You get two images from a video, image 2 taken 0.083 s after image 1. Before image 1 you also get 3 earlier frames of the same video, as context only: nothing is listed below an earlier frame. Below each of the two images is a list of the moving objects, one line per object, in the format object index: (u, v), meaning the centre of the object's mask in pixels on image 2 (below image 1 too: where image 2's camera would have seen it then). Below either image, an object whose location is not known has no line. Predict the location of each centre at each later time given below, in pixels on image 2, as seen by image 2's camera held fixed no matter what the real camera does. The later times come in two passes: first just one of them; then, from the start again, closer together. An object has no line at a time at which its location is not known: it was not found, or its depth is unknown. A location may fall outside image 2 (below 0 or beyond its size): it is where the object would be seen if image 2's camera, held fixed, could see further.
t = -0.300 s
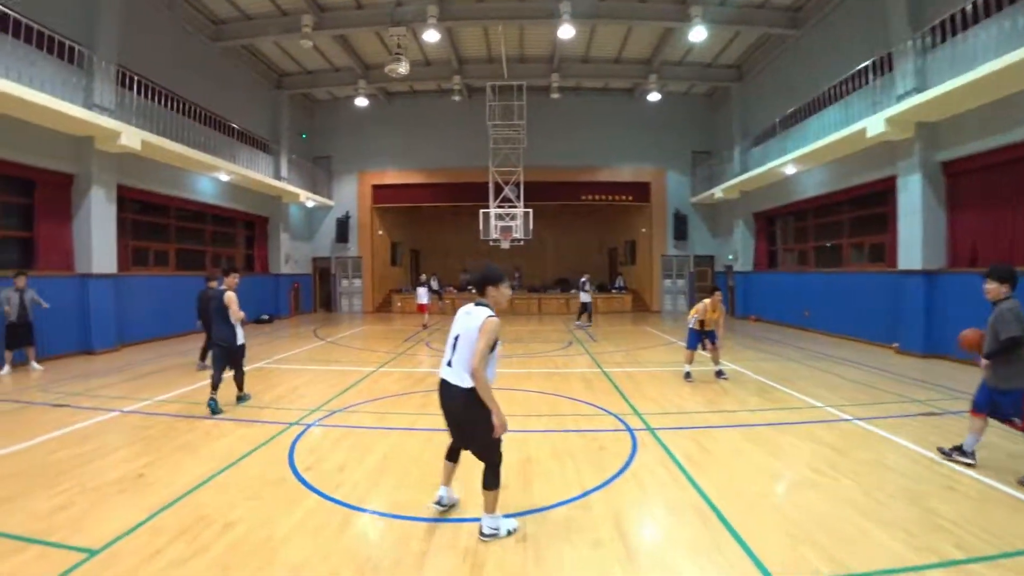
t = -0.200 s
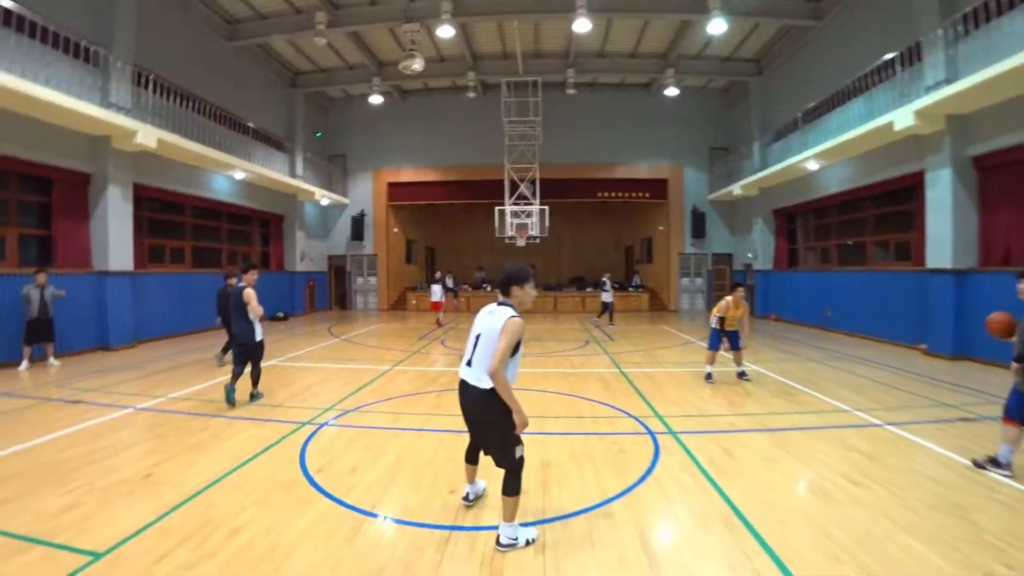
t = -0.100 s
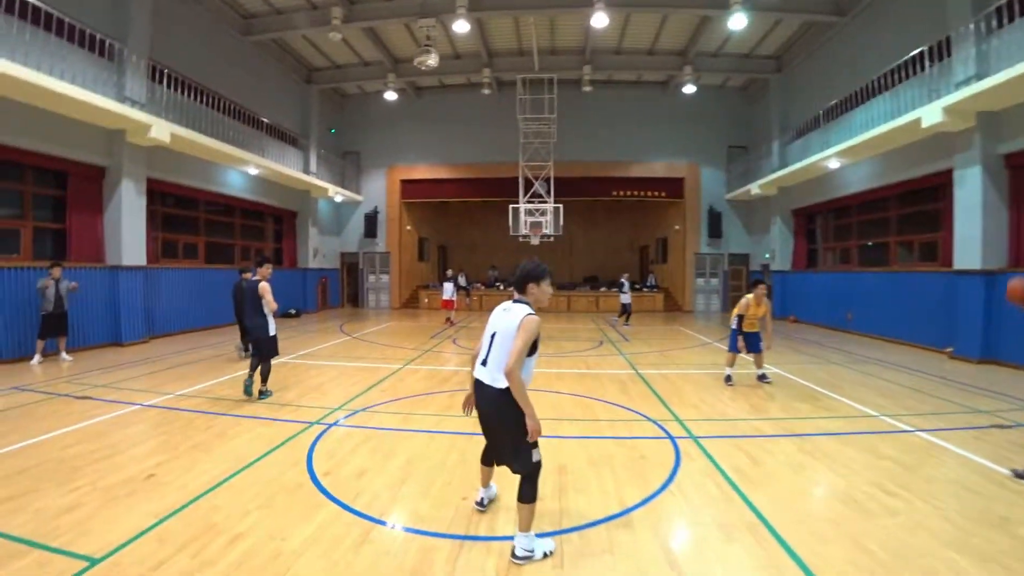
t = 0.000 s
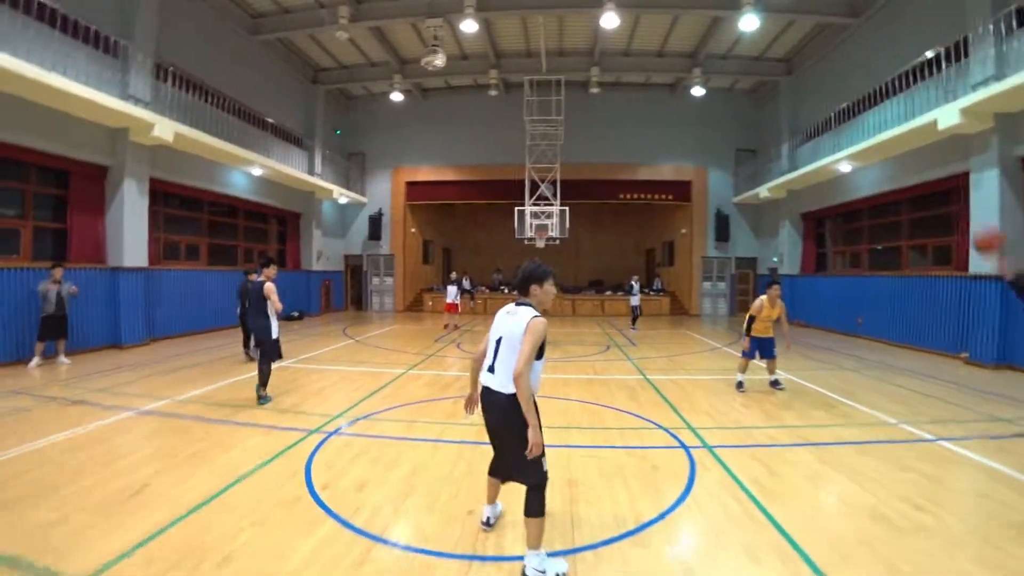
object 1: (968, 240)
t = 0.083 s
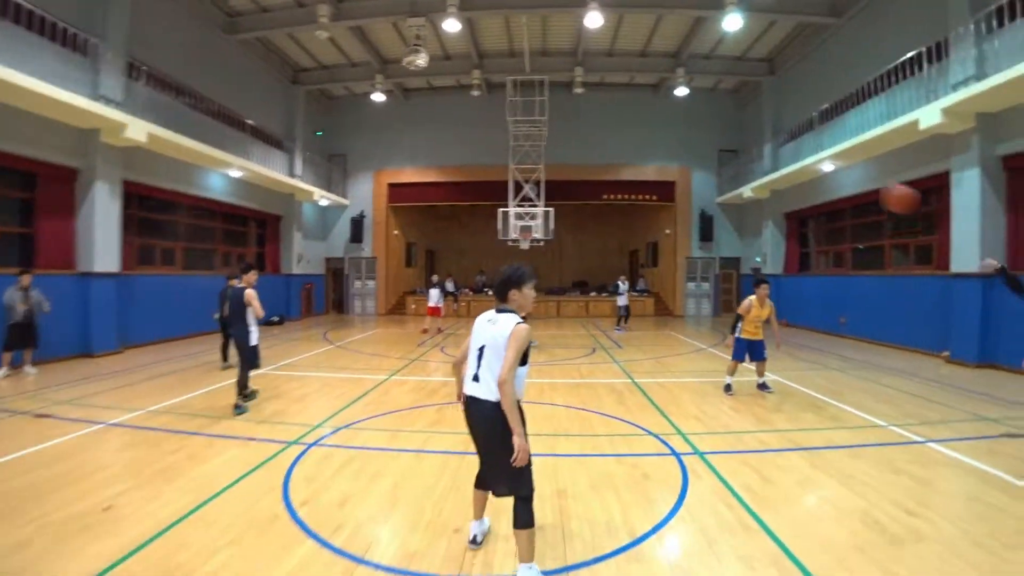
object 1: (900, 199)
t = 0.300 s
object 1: (724, 123)
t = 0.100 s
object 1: (889, 192)
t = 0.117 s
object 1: (872, 185)
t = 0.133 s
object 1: (857, 177)
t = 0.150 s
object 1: (844, 170)
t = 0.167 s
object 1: (829, 164)
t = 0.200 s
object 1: (802, 152)
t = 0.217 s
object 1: (786, 146)
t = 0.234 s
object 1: (775, 141)
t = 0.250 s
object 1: (761, 136)
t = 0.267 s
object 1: (749, 134)
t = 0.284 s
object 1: (736, 128)
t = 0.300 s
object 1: (724, 123)
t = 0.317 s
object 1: (708, 122)
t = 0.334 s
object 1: (696, 118)
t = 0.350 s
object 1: (684, 115)
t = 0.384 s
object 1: (657, 111)
